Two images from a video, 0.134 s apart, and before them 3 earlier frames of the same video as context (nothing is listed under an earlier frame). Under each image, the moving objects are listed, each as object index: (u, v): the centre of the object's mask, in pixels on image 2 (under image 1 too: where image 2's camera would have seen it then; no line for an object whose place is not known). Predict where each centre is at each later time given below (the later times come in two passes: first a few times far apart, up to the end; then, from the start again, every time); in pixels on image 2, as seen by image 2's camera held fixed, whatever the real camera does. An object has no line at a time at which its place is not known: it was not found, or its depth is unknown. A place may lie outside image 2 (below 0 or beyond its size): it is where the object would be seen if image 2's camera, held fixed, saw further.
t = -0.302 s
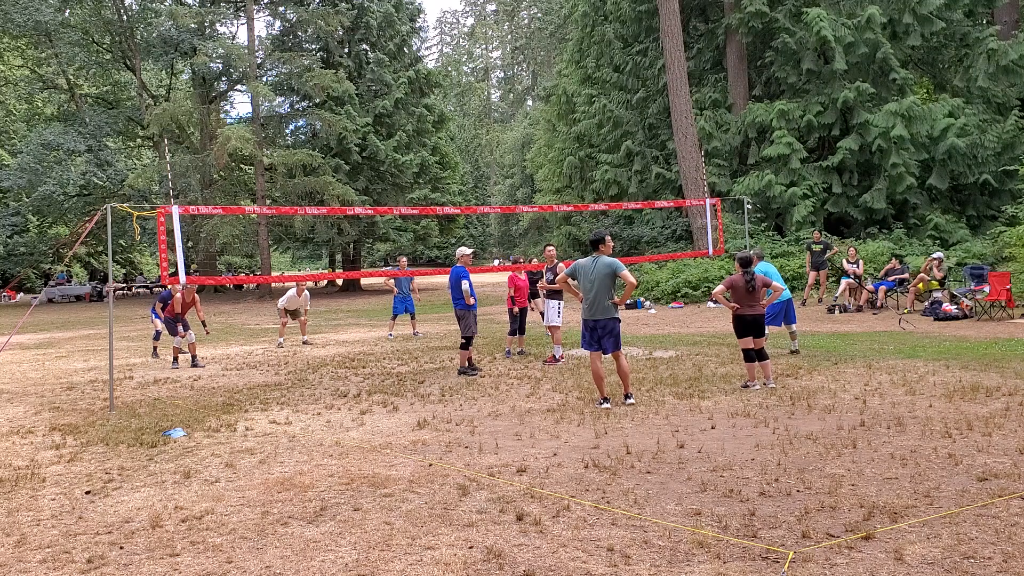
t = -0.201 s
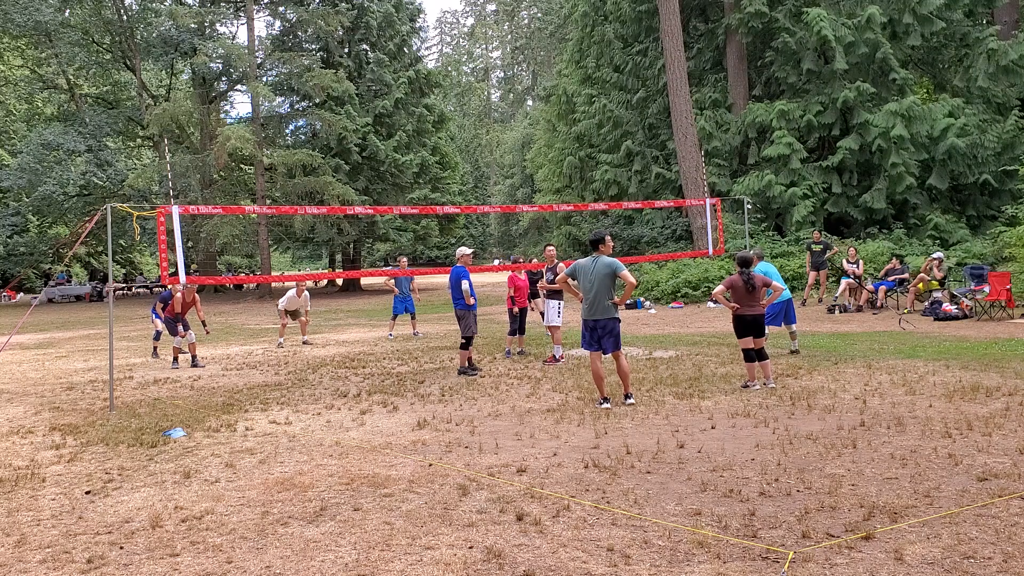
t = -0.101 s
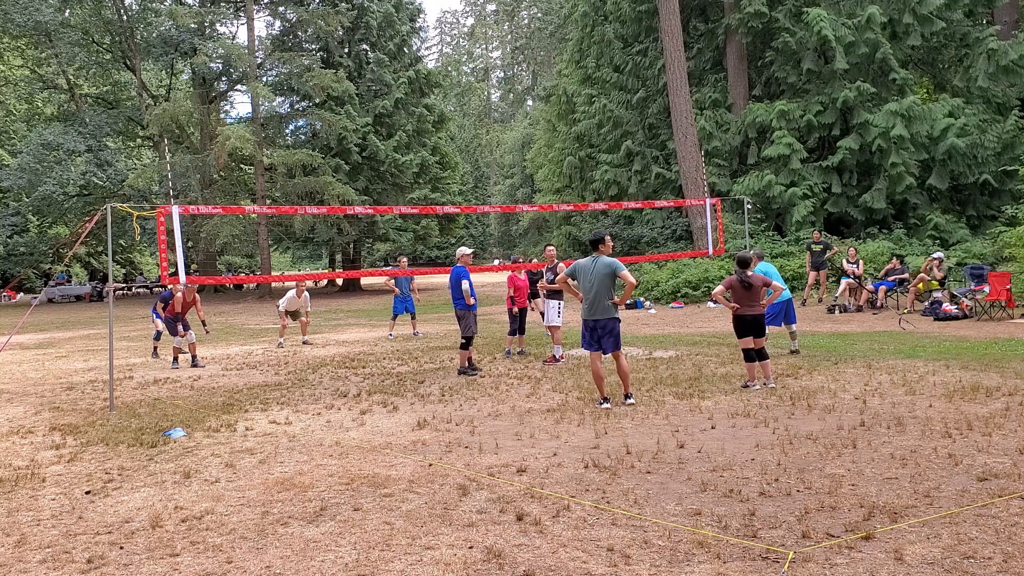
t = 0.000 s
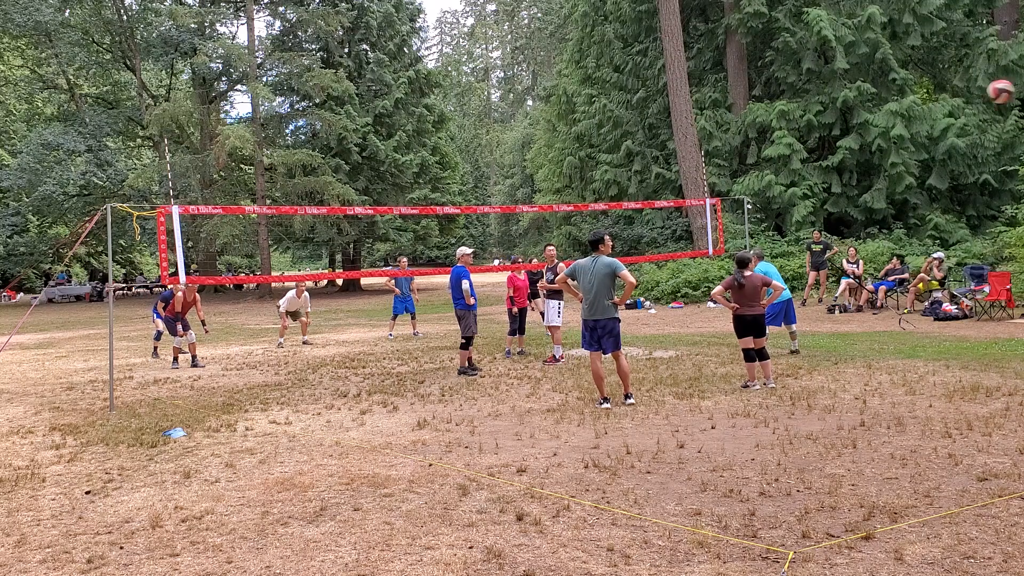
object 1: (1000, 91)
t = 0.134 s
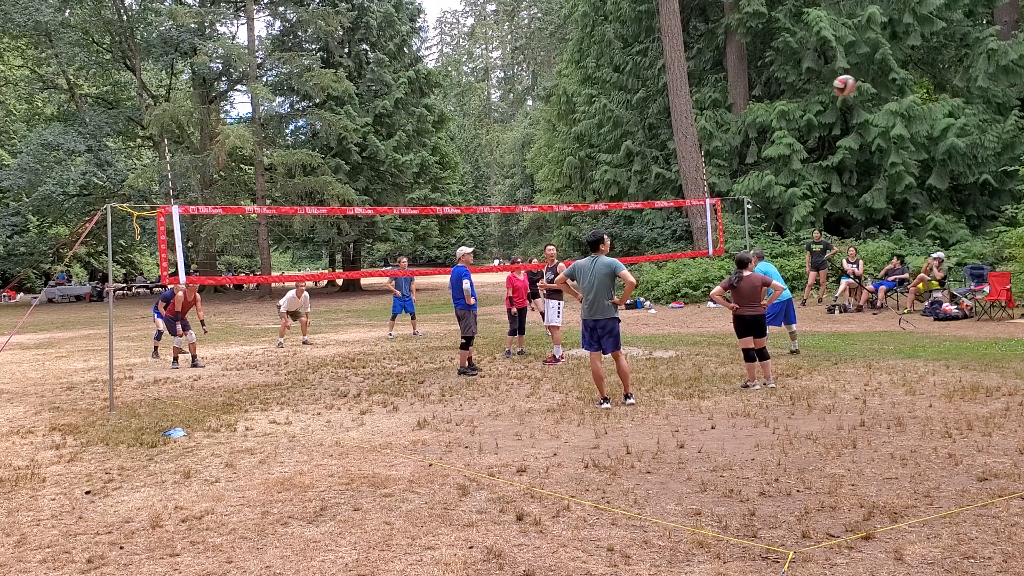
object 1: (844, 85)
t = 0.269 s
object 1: (727, 98)
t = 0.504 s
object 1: (582, 151)
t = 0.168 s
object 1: (812, 87)
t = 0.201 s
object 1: (782, 90)
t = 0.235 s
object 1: (754, 93)
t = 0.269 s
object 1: (727, 98)
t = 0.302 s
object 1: (703, 103)
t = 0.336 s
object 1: (679, 109)
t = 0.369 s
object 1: (657, 117)
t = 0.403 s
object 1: (637, 125)
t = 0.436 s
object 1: (618, 133)
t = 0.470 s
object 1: (599, 141)
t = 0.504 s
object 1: (582, 151)
